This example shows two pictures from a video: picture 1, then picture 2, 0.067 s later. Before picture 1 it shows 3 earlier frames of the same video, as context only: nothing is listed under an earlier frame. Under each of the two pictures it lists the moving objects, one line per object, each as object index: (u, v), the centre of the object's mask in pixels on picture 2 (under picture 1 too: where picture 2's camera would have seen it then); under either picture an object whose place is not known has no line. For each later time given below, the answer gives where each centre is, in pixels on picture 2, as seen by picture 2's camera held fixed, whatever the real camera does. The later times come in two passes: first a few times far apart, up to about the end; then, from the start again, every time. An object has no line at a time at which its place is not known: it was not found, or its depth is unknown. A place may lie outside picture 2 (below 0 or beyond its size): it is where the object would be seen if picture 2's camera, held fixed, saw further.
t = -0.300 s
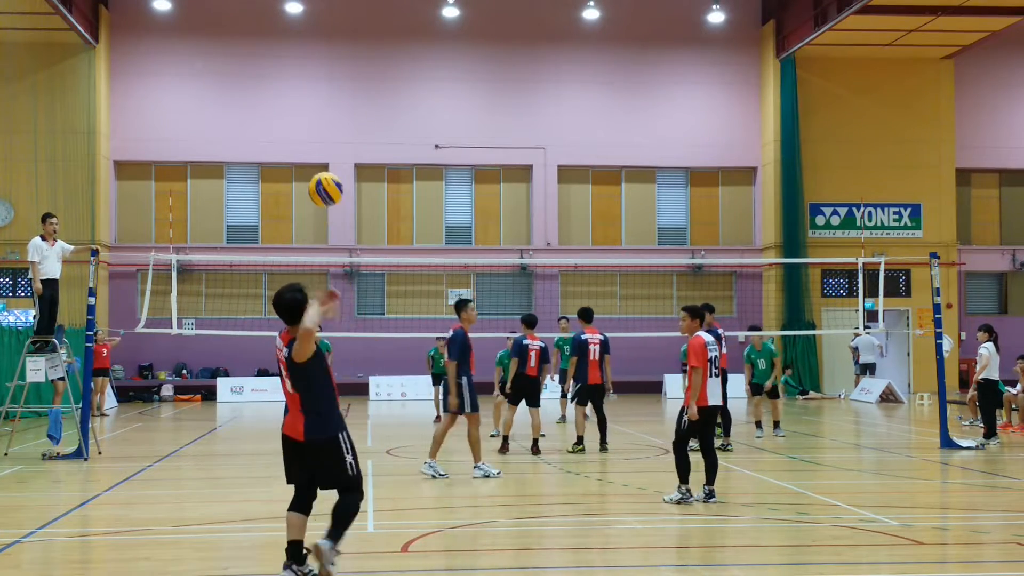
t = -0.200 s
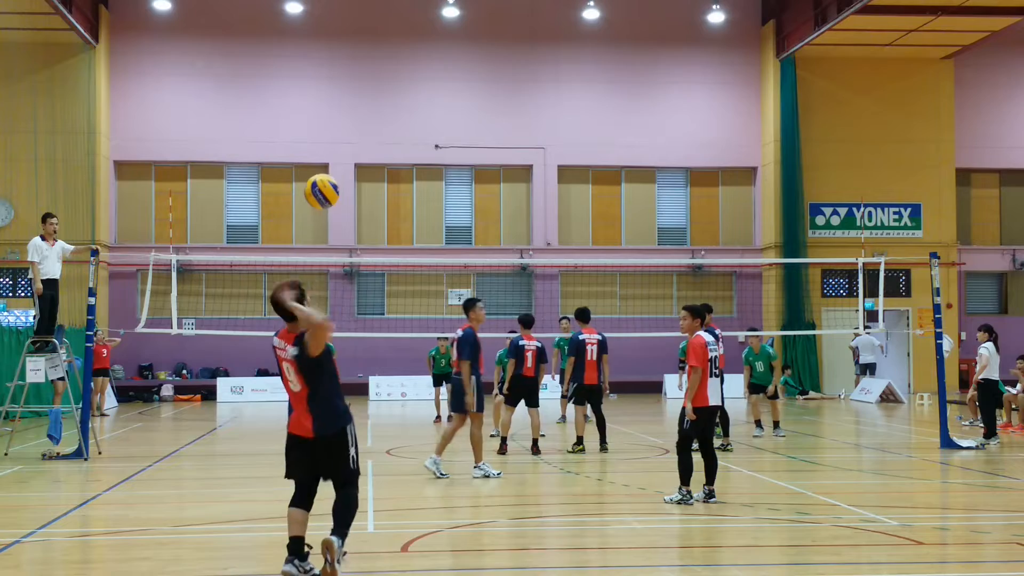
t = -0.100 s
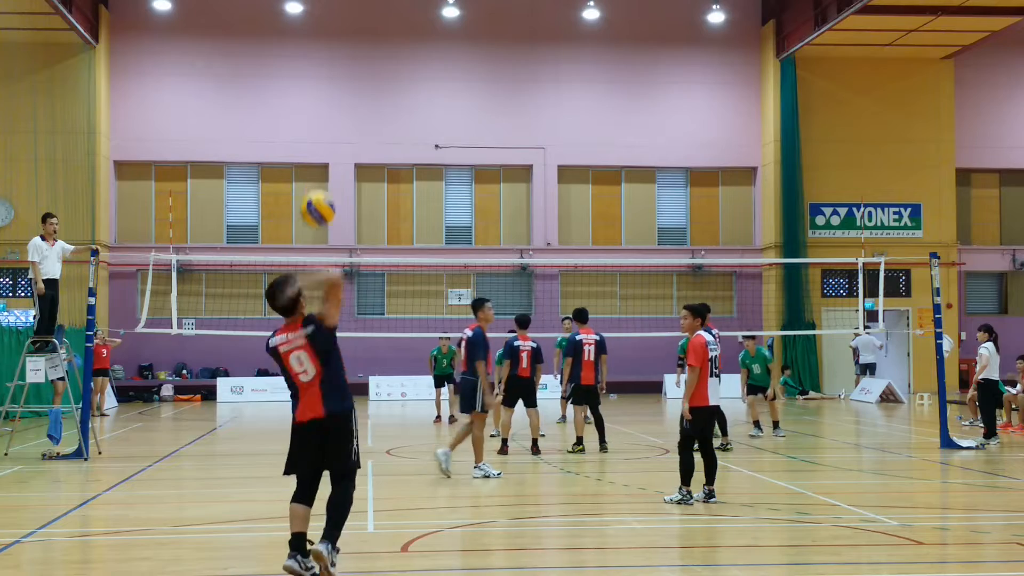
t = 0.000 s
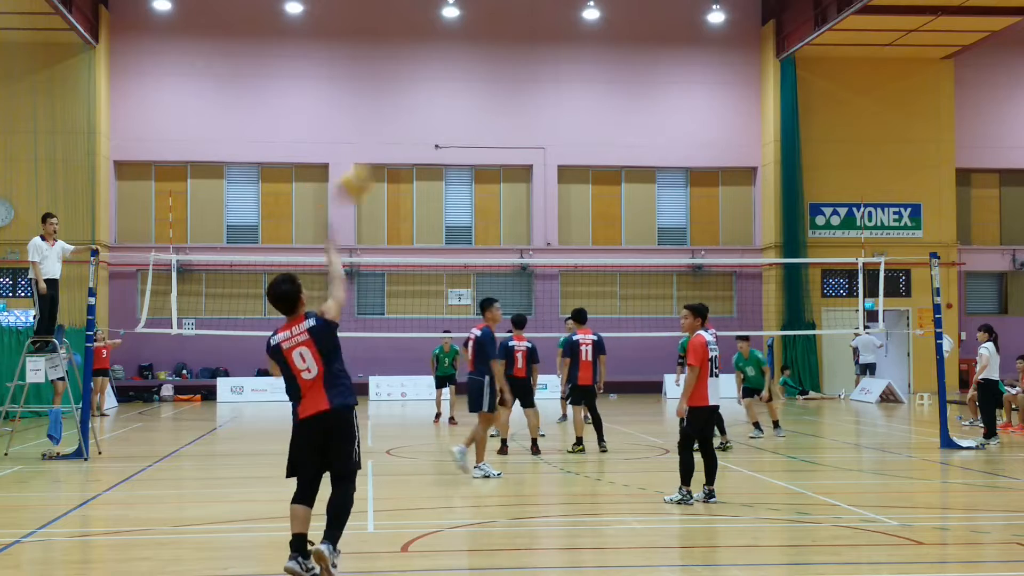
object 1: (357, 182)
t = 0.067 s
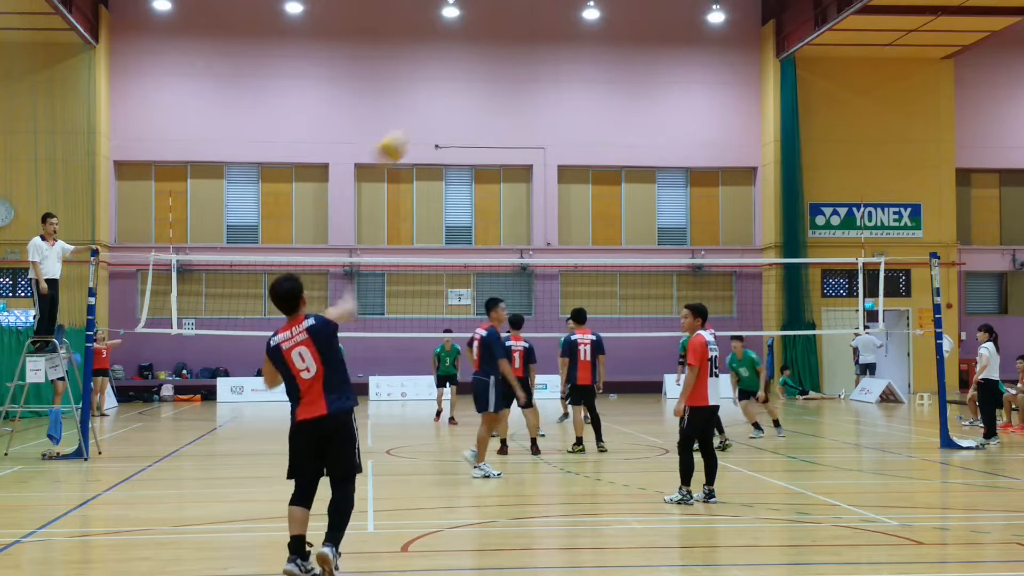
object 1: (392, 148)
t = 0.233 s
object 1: (456, 104)
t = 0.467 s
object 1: (507, 107)
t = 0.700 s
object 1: (544, 146)
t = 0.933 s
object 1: (574, 206)
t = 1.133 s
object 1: (593, 272)
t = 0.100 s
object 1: (408, 134)
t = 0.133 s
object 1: (423, 123)
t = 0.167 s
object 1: (435, 115)
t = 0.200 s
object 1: (446, 108)
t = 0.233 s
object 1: (456, 104)
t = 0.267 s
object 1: (465, 102)
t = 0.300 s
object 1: (474, 101)
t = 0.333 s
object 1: (482, 101)
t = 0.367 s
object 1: (488, 101)
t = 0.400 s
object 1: (495, 102)
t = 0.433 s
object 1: (501, 104)
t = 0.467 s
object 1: (507, 107)
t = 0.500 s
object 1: (513, 110)
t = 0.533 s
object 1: (518, 114)
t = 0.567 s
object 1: (524, 119)
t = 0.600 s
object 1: (529, 125)
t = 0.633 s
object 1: (534, 132)
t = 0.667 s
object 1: (539, 139)
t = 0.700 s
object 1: (544, 146)
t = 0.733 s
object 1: (549, 154)
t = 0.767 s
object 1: (554, 162)
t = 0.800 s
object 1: (559, 171)
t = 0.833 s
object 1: (563, 178)
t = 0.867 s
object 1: (566, 185)
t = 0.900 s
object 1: (571, 196)
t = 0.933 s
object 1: (574, 206)
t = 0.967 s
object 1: (578, 216)
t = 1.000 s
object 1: (583, 227)
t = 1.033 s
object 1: (585, 239)
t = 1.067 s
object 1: (587, 251)
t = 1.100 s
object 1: (592, 263)
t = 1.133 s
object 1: (593, 272)
